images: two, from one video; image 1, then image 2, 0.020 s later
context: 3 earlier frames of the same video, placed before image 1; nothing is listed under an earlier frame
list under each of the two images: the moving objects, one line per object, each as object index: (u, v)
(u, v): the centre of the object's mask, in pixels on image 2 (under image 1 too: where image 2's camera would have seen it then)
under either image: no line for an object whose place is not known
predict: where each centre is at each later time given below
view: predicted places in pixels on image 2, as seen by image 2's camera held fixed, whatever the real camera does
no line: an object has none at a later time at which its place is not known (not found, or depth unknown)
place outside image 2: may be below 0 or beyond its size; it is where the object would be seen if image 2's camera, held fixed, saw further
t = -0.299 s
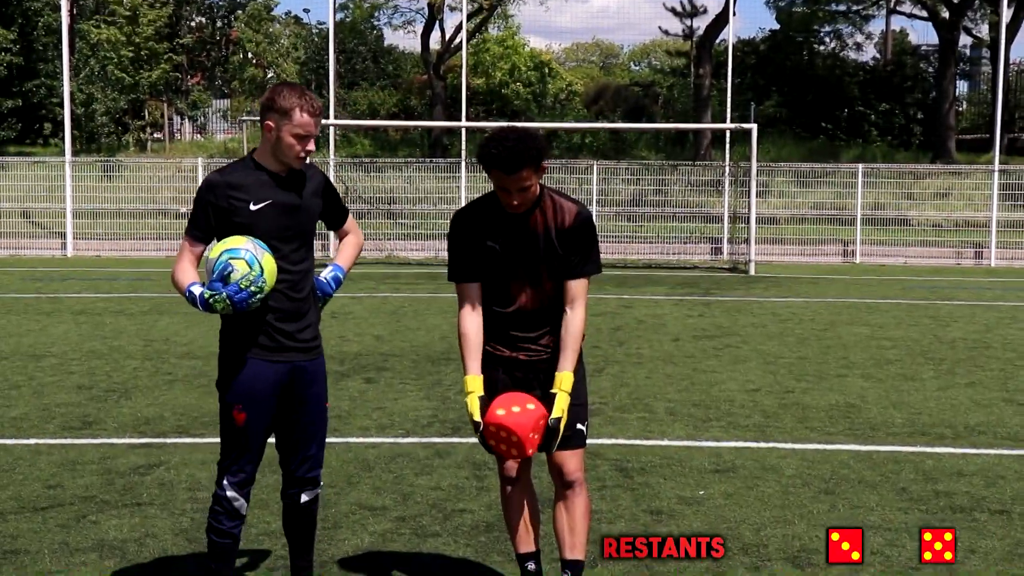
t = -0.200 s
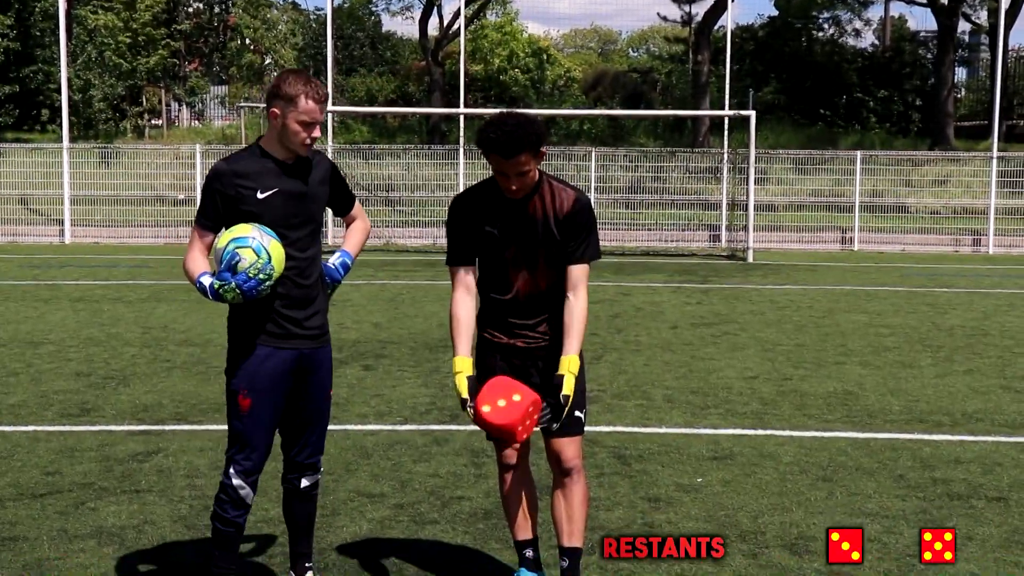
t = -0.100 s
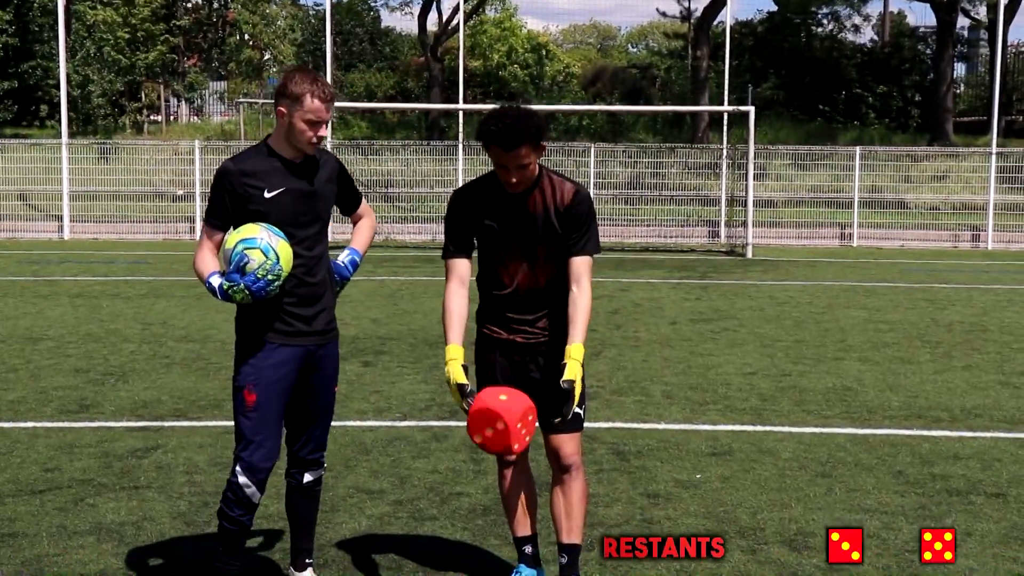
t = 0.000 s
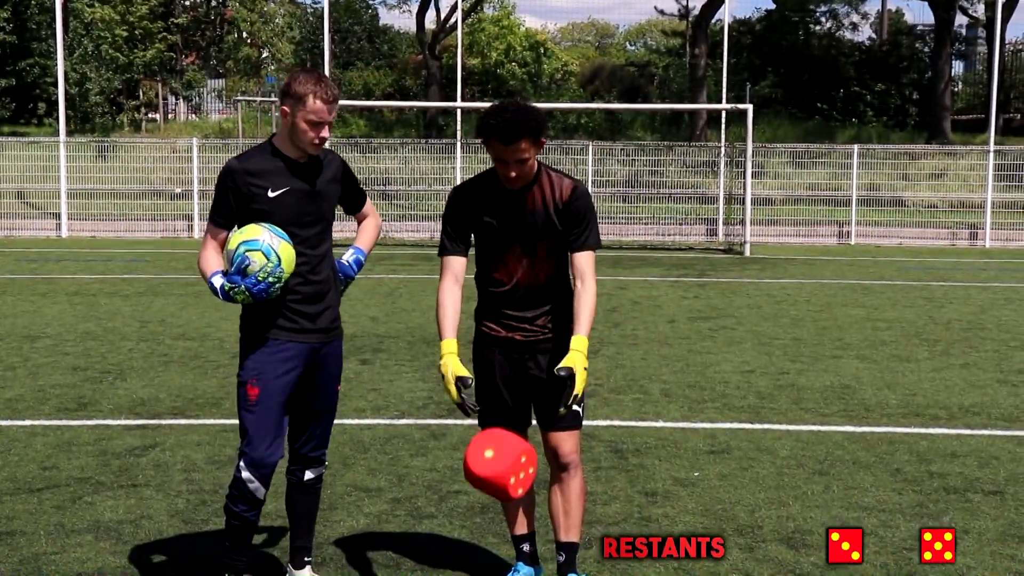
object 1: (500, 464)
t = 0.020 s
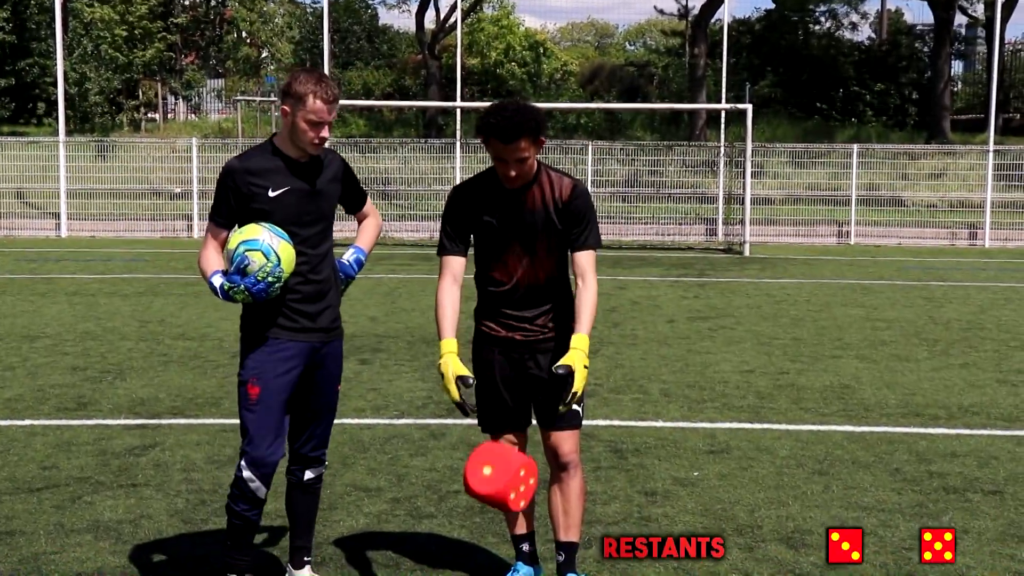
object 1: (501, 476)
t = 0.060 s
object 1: (504, 509)
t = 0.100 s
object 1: (509, 544)
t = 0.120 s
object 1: (512, 555)
